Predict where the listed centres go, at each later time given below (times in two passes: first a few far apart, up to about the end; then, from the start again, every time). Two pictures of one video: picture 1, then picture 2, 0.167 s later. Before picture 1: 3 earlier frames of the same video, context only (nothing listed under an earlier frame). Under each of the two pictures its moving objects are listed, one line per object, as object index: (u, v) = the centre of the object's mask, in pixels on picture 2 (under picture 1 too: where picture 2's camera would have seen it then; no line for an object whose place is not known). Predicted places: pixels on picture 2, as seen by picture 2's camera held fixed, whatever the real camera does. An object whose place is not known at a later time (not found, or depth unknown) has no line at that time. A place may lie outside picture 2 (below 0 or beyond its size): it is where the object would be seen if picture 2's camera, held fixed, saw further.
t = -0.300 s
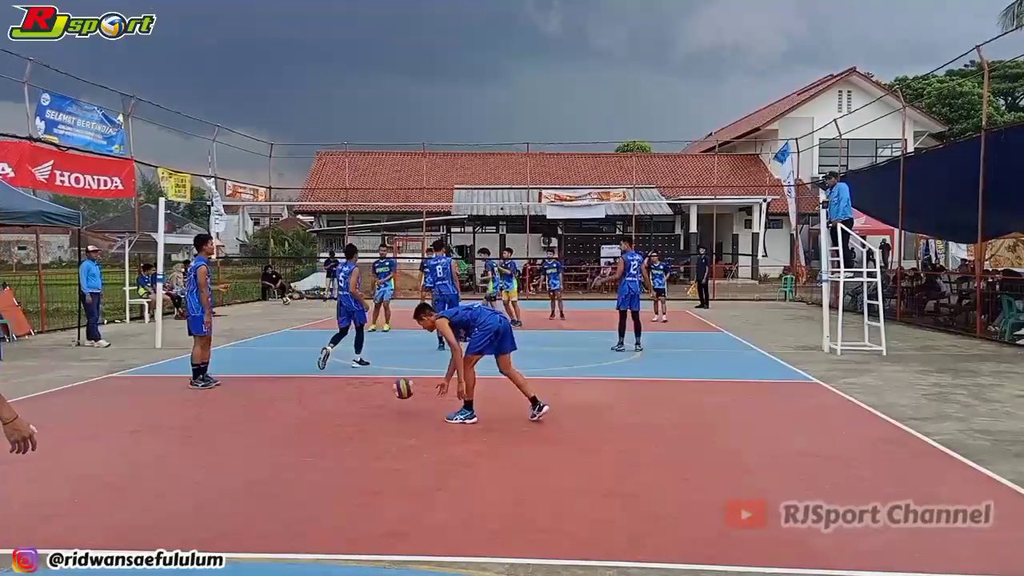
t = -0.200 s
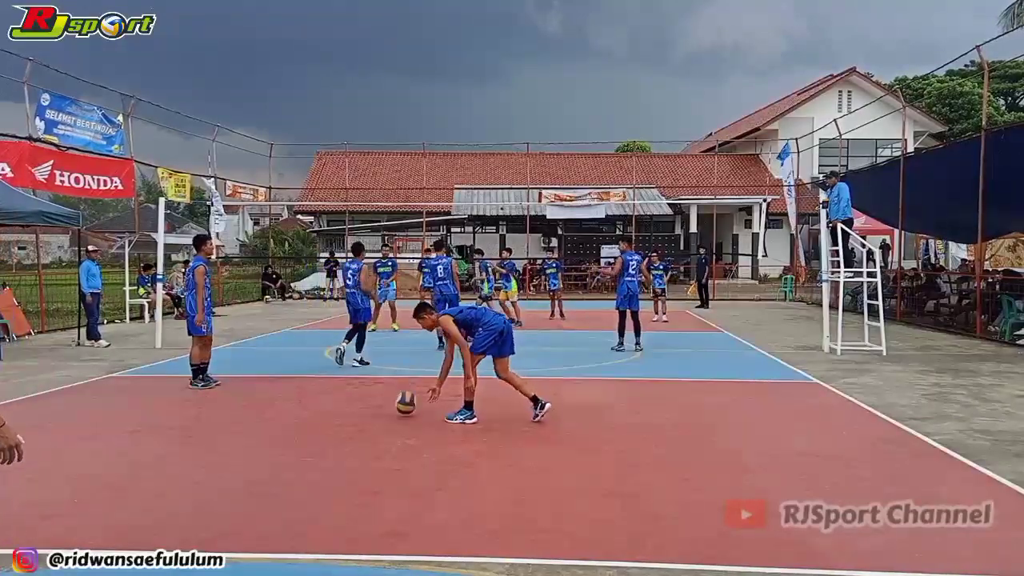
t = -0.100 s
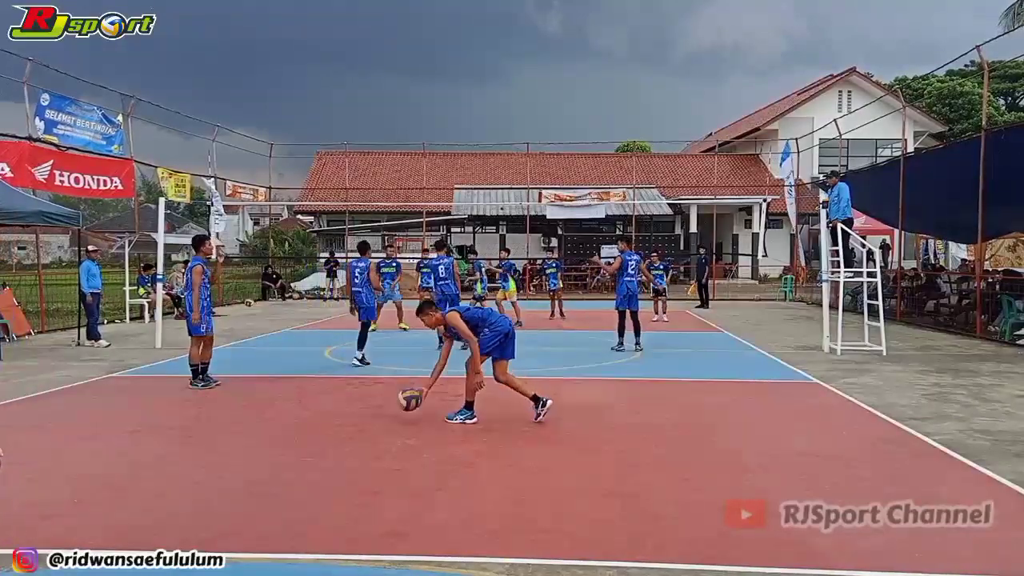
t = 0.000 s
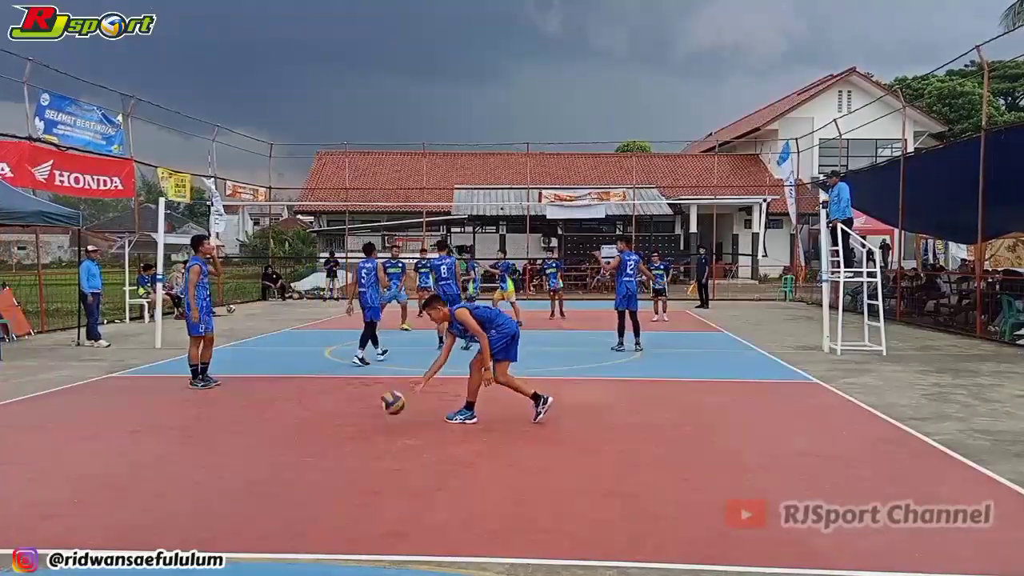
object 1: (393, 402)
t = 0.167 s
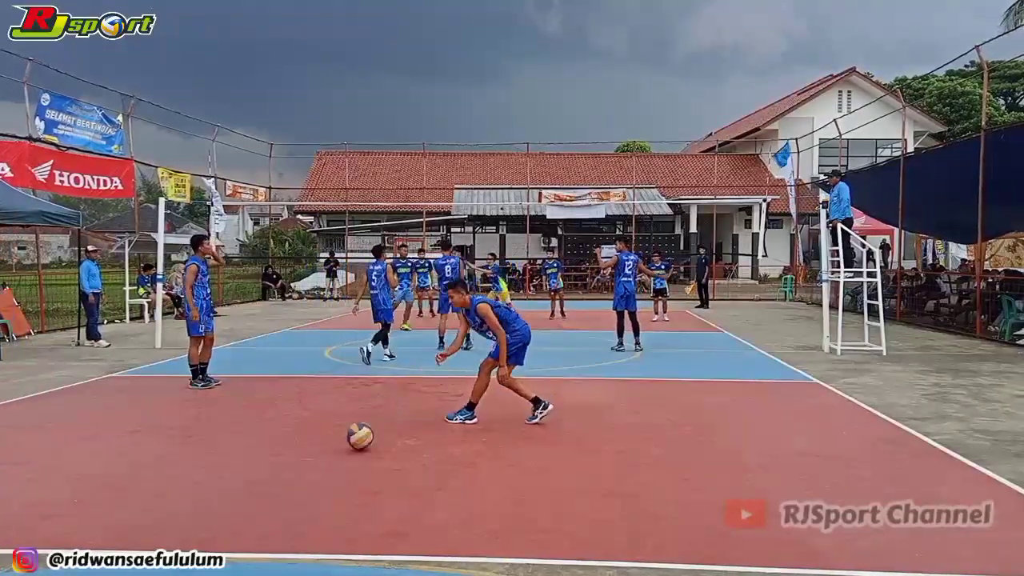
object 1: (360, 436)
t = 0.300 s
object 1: (338, 434)
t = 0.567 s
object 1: (285, 470)
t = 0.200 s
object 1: (354, 437)
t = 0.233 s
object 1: (349, 434)
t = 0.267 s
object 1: (343, 434)
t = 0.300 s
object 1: (338, 434)
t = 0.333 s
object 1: (332, 435)
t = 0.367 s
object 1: (326, 439)
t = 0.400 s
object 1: (320, 444)
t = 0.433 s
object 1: (313, 451)
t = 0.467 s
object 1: (307, 459)
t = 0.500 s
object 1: (300, 470)
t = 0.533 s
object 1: (292, 471)
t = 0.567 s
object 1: (285, 470)
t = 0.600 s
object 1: (278, 470)
